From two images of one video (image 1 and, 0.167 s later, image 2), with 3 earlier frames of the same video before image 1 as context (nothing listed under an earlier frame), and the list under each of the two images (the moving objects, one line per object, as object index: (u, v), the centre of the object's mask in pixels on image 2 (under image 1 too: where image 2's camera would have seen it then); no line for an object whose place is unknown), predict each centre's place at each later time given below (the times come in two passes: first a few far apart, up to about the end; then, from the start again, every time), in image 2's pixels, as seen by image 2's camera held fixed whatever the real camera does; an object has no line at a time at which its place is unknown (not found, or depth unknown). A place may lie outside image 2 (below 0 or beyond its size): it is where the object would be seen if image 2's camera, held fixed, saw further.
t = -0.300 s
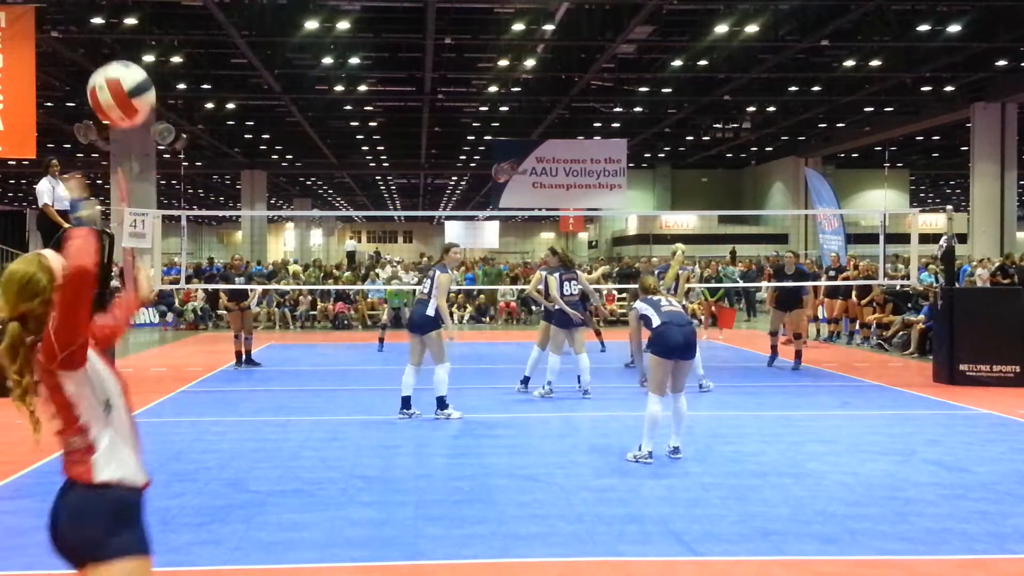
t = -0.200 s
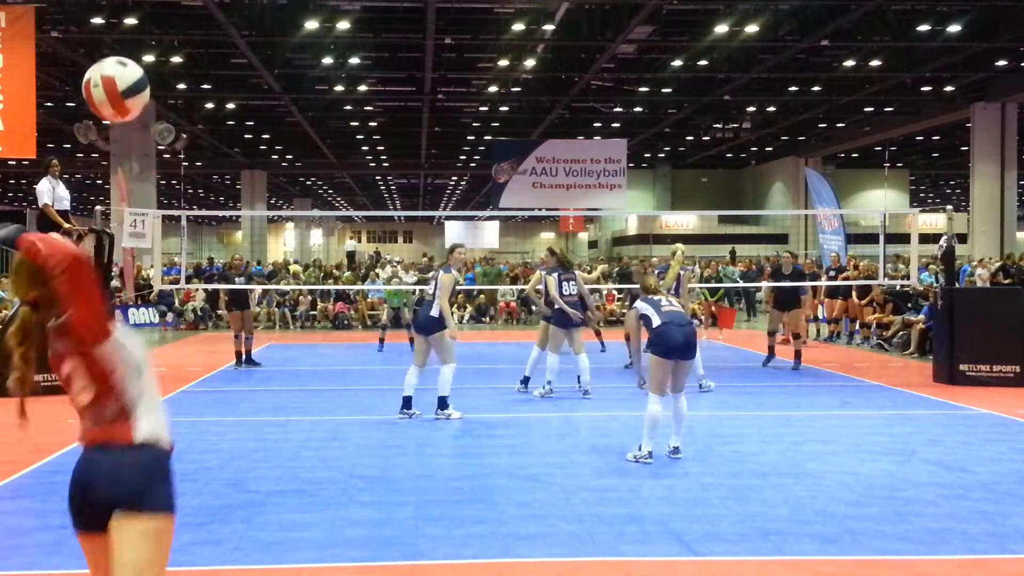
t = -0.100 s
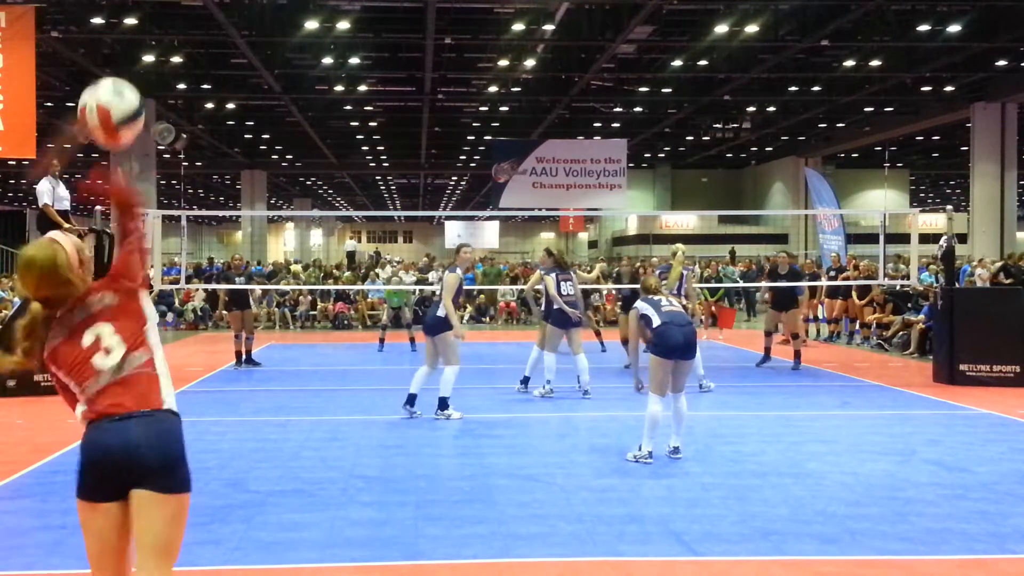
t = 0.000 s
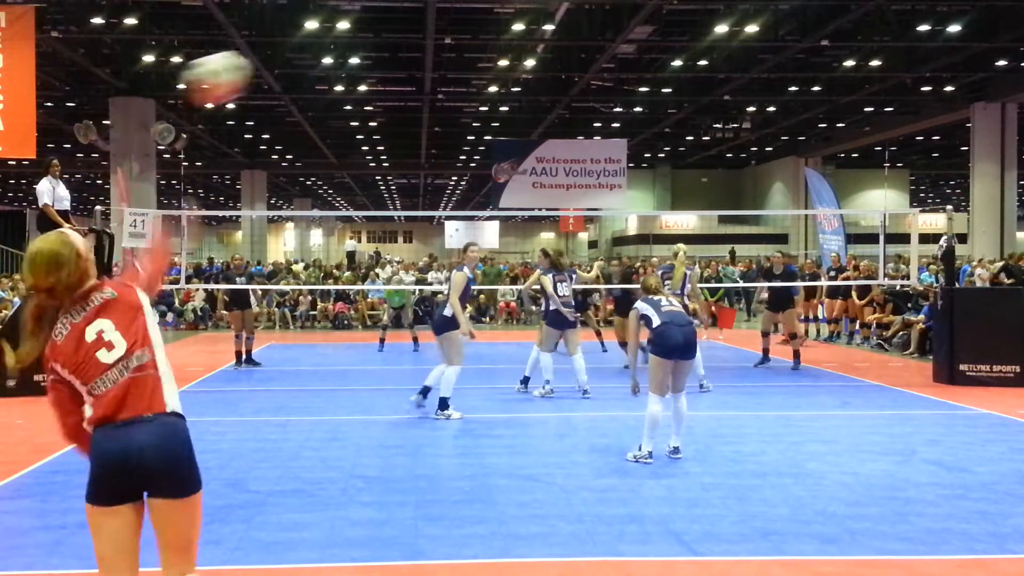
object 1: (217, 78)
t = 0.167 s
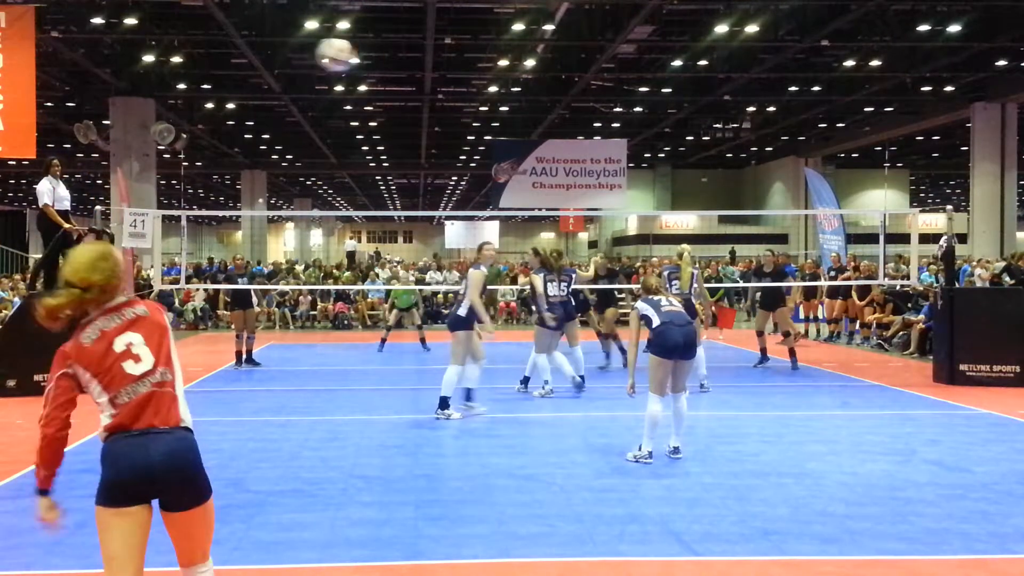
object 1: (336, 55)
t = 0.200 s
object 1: (351, 57)
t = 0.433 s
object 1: (418, 100)
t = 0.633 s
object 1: (445, 155)
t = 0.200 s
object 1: (351, 57)
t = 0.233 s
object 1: (364, 60)
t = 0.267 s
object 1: (376, 64)
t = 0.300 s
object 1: (386, 69)
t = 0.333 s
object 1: (395, 76)
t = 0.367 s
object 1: (404, 83)
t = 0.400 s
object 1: (411, 91)
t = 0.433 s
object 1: (418, 100)
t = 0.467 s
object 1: (423, 108)
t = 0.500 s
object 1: (428, 118)
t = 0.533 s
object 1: (433, 127)
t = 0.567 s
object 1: (437, 137)
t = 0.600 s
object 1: (441, 146)
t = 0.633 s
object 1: (445, 155)
